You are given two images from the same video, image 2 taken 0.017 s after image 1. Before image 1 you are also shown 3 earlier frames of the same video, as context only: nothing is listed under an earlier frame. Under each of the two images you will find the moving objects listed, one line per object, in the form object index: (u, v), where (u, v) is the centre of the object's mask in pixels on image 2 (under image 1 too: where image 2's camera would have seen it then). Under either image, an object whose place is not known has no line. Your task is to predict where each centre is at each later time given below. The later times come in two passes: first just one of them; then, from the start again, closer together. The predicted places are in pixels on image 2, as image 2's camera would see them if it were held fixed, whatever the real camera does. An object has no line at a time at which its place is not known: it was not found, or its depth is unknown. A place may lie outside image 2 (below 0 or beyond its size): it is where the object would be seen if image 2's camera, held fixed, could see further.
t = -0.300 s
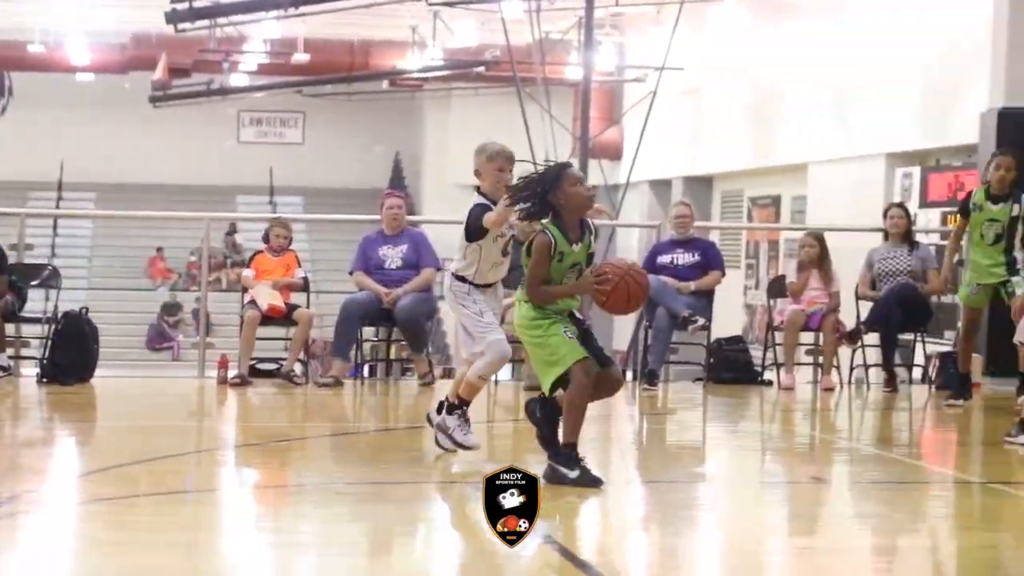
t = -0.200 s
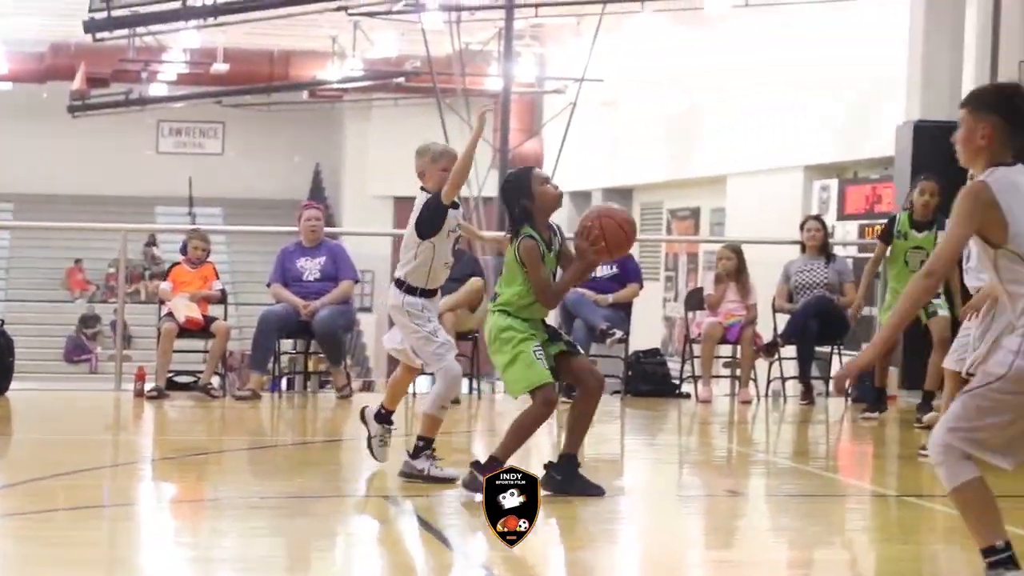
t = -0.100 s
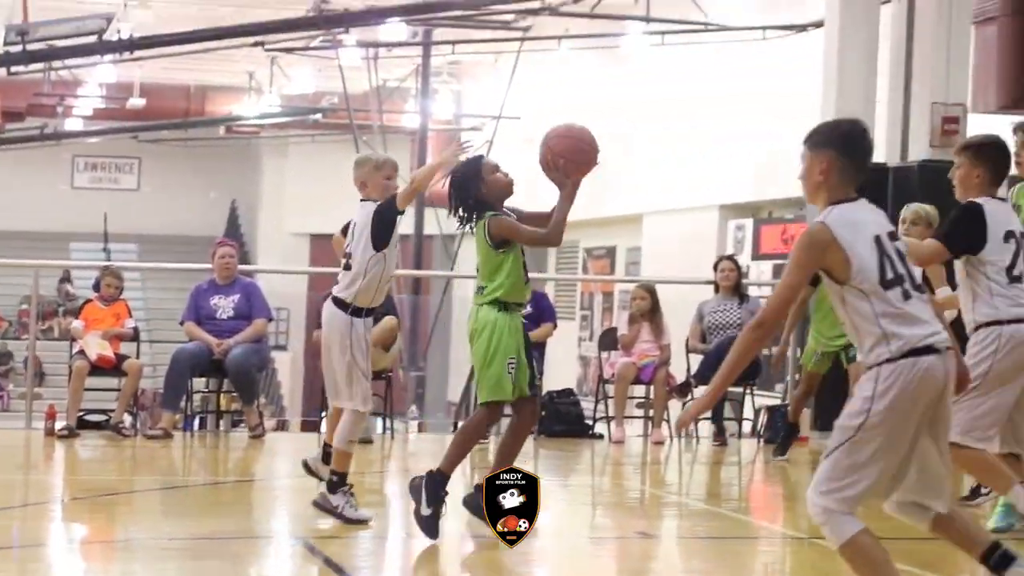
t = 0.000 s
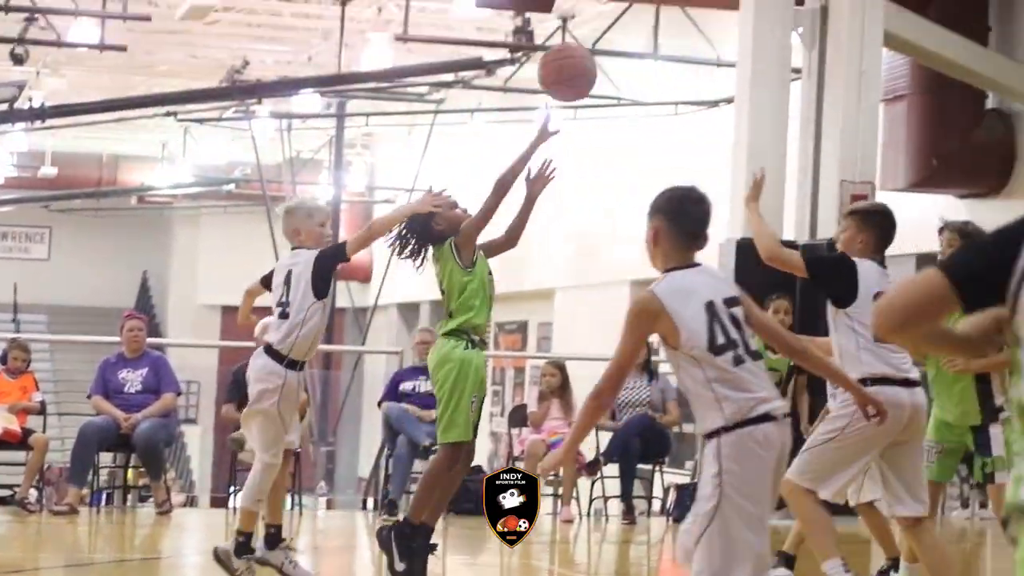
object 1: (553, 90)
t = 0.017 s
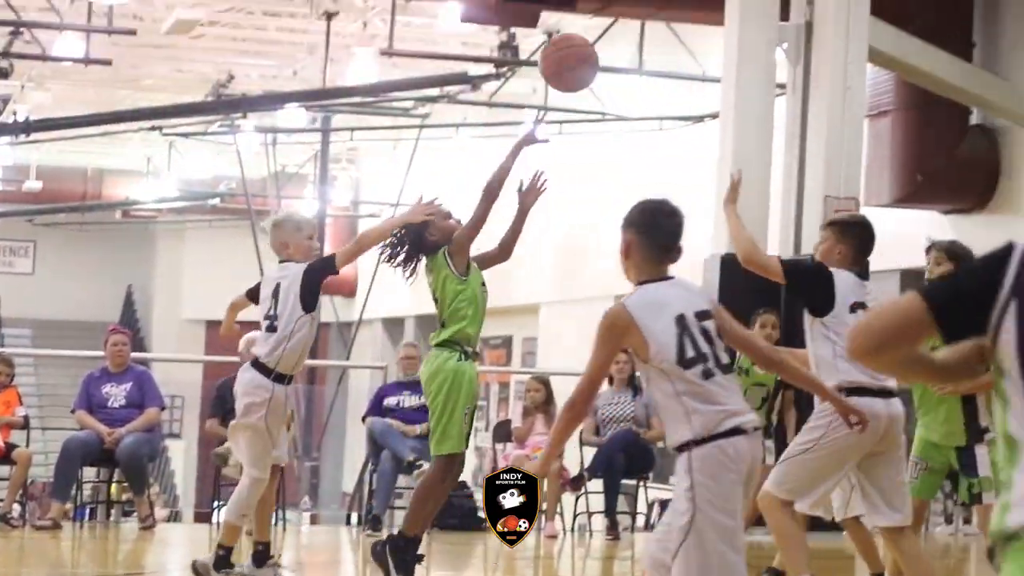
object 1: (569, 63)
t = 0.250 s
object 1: (807, -217)
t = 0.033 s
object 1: (584, 38)
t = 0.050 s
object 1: (600, 14)
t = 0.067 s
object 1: (616, -9)
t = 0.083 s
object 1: (633, -31)
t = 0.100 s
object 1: (651, -53)
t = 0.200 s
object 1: (754, -169)
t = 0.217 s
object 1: (771, -185)
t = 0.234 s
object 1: (789, -201)
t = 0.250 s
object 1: (807, -217)
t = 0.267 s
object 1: (825, -232)
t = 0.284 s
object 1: (843, -248)
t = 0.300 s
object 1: (862, -265)
